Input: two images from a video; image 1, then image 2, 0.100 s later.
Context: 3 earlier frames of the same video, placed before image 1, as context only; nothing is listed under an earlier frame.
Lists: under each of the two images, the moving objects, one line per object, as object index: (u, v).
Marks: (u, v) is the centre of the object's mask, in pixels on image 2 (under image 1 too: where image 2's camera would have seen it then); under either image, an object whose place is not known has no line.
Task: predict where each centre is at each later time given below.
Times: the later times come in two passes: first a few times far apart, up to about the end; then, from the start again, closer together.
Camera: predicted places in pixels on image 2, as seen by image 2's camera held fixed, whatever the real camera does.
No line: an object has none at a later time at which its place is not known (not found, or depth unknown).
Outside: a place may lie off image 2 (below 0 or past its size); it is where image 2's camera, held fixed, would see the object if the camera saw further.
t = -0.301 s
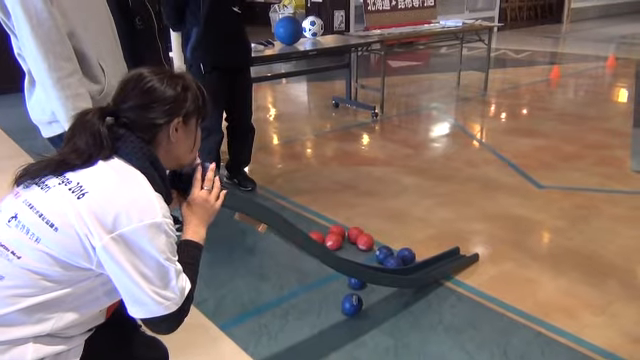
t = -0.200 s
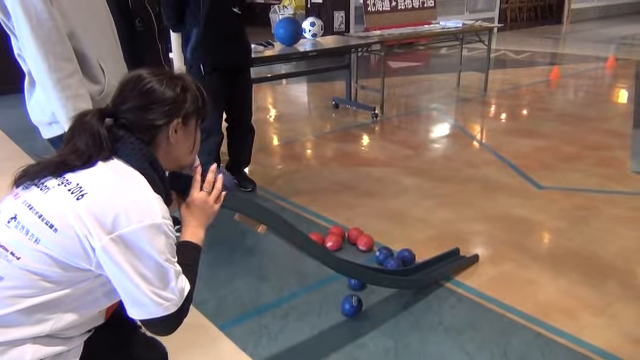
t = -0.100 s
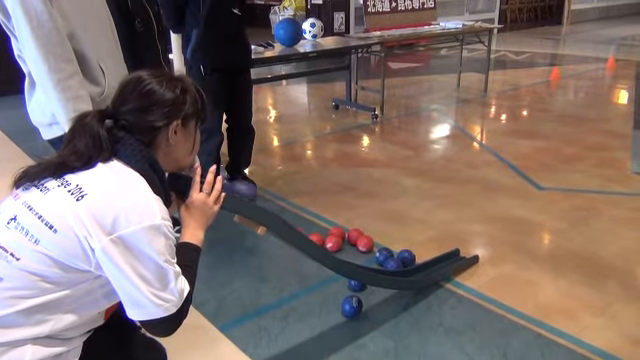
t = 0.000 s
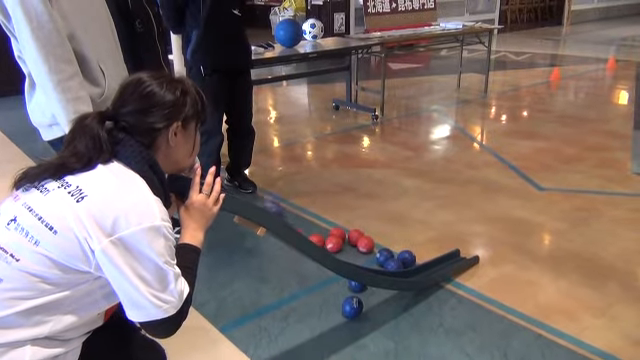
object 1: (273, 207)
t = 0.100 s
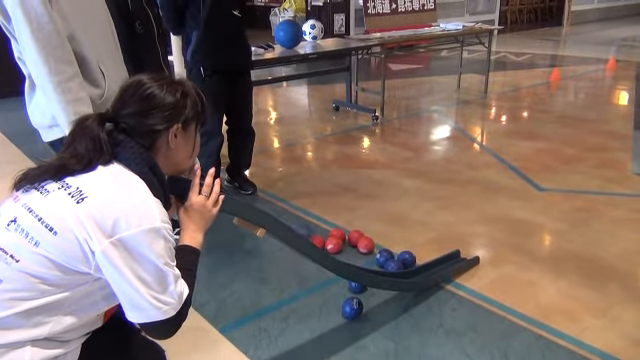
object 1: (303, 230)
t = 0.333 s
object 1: (384, 273)
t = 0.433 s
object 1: (422, 270)
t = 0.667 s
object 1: (498, 235)
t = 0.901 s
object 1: (555, 200)
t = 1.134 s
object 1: (595, 173)
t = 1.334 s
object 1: (622, 155)
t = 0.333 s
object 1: (384, 273)
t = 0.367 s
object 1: (400, 273)
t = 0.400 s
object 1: (409, 271)
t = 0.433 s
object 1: (422, 270)
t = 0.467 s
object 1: (434, 266)
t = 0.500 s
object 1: (444, 261)
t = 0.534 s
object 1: (455, 256)
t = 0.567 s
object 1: (466, 250)
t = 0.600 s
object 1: (478, 247)
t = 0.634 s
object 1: (489, 240)
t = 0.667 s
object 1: (498, 235)
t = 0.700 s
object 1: (507, 229)
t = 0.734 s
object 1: (516, 223)
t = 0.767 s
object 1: (525, 218)
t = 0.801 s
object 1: (533, 213)
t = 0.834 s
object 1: (541, 208)
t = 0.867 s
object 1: (548, 204)
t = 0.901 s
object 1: (555, 200)
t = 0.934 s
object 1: (561, 196)
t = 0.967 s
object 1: (568, 192)
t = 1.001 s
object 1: (575, 187)
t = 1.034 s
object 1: (580, 184)
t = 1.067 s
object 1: (585, 179)
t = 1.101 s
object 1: (591, 176)
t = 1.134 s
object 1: (595, 173)
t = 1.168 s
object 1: (601, 170)
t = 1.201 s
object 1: (605, 167)
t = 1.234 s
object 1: (610, 164)
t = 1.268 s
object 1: (614, 161)
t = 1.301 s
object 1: (619, 157)
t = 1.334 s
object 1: (622, 155)
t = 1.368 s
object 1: (627, 152)
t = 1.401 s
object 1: (631, 150)
